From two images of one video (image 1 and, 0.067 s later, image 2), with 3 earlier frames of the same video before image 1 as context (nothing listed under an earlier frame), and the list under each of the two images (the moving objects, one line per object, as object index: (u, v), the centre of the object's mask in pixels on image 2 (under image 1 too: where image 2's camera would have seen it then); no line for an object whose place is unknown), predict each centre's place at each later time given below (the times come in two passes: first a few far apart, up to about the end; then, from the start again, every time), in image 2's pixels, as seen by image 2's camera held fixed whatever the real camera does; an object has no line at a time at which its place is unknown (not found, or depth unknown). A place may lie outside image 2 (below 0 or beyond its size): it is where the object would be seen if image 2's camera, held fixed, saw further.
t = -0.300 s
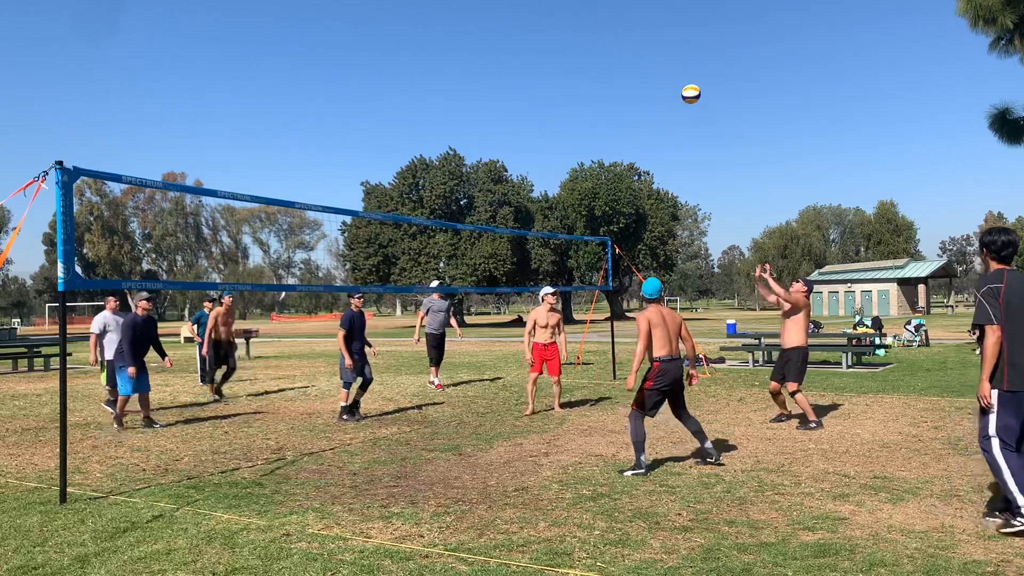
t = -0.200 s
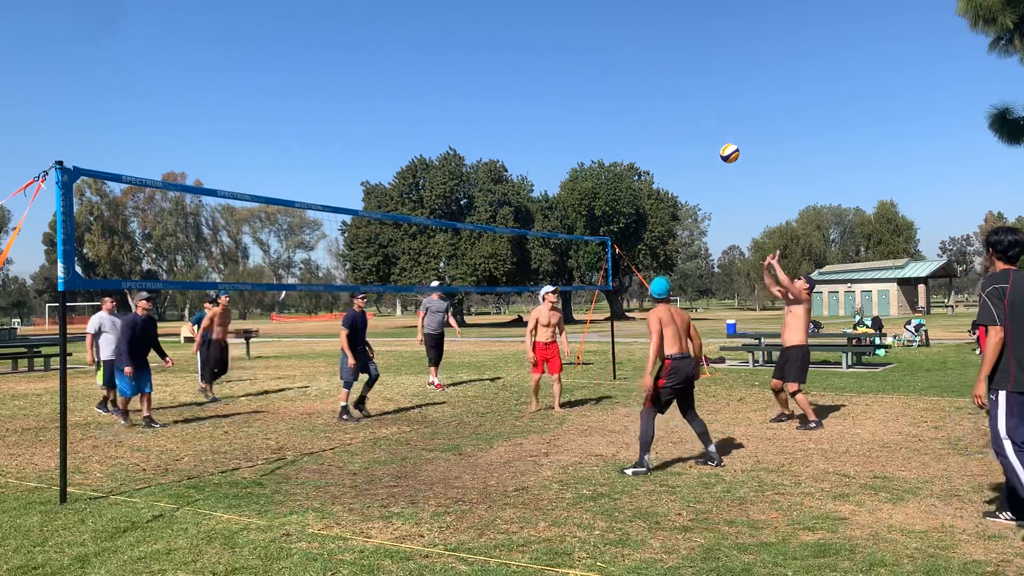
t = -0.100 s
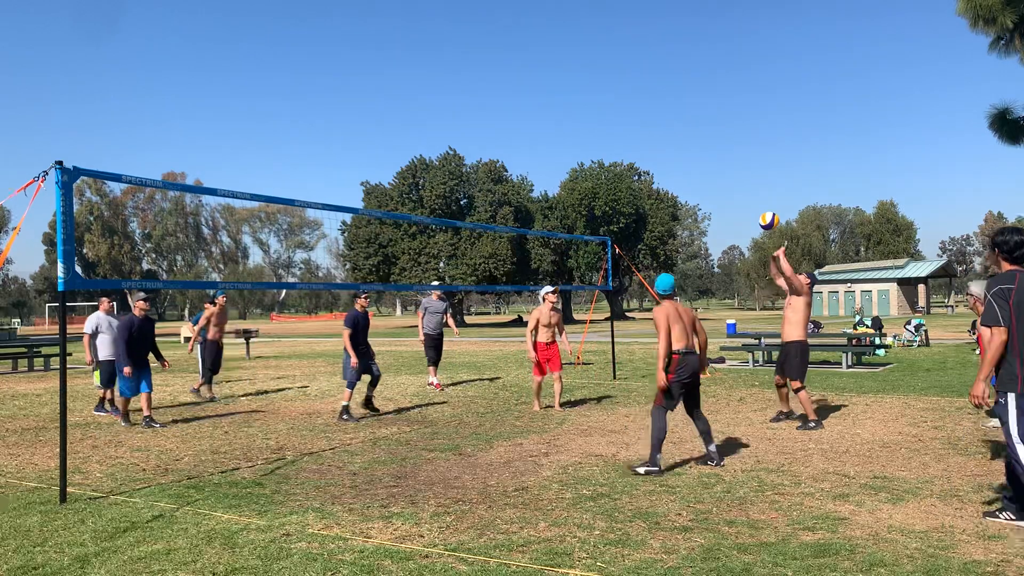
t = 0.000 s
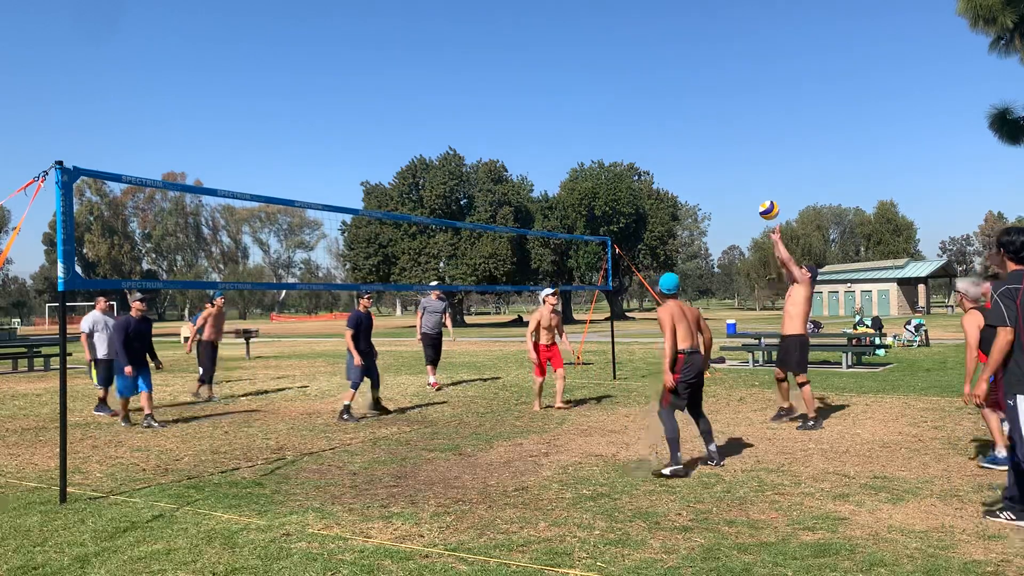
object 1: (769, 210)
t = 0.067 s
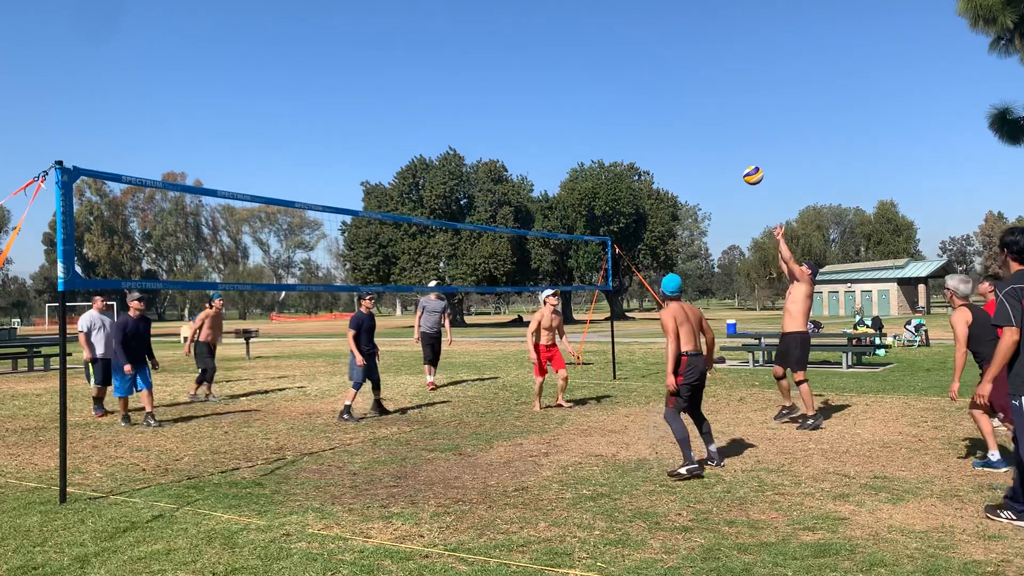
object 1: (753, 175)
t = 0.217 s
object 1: (719, 114)
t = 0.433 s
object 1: (674, 64)
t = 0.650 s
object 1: (634, 57)
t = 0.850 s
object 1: (600, 83)
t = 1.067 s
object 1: (566, 146)
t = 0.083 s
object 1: (749, 167)
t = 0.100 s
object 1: (745, 160)
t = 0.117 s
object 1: (741, 152)
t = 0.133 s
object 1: (738, 145)
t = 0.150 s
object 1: (734, 138)
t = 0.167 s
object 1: (730, 132)
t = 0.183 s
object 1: (726, 126)
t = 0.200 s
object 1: (723, 120)
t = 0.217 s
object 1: (719, 114)
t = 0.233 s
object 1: (715, 109)
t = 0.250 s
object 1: (712, 103)
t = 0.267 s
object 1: (708, 99)
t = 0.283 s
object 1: (704, 94)
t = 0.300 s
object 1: (701, 90)
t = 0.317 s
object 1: (698, 86)
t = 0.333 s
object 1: (694, 82)
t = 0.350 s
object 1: (690, 78)
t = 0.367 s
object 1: (687, 75)
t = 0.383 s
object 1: (684, 72)
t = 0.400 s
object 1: (681, 69)
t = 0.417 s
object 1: (677, 67)
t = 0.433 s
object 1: (674, 64)
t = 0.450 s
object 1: (670, 63)
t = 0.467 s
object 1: (667, 61)
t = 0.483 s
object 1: (664, 59)
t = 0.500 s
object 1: (661, 58)
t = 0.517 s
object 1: (658, 56)
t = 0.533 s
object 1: (655, 56)
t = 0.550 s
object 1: (652, 55)
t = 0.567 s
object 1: (648, 55)
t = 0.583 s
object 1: (646, 55)
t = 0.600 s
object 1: (643, 55)
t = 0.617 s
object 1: (640, 55)
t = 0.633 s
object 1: (636, 56)
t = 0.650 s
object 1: (634, 57)
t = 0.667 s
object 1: (631, 58)
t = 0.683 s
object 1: (628, 59)
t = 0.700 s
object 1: (625, 60)
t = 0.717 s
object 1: (622, 62)
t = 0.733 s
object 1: (619, 64)
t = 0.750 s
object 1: (616, 66)
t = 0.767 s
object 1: (613, 68)
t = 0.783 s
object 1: (610, 71)
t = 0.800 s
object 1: (608, 74)
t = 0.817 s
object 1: (605, 77)
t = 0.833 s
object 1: (602, 80)
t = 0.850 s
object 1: (600, 83)
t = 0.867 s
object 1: (597, 87)
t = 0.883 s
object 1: (594, 91)
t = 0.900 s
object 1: (591, 95)
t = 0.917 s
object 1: (589, 99)
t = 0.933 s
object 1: (586, 103)
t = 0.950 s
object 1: (584, 108)
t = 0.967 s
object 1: (581, 113)
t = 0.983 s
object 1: (578, 118)
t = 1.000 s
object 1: (576, 123)
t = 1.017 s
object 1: (573, 129)
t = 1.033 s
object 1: (571, 135)
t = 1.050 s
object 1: (568, 140)
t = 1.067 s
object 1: (566, 146)
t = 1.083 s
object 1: (563, 152)
